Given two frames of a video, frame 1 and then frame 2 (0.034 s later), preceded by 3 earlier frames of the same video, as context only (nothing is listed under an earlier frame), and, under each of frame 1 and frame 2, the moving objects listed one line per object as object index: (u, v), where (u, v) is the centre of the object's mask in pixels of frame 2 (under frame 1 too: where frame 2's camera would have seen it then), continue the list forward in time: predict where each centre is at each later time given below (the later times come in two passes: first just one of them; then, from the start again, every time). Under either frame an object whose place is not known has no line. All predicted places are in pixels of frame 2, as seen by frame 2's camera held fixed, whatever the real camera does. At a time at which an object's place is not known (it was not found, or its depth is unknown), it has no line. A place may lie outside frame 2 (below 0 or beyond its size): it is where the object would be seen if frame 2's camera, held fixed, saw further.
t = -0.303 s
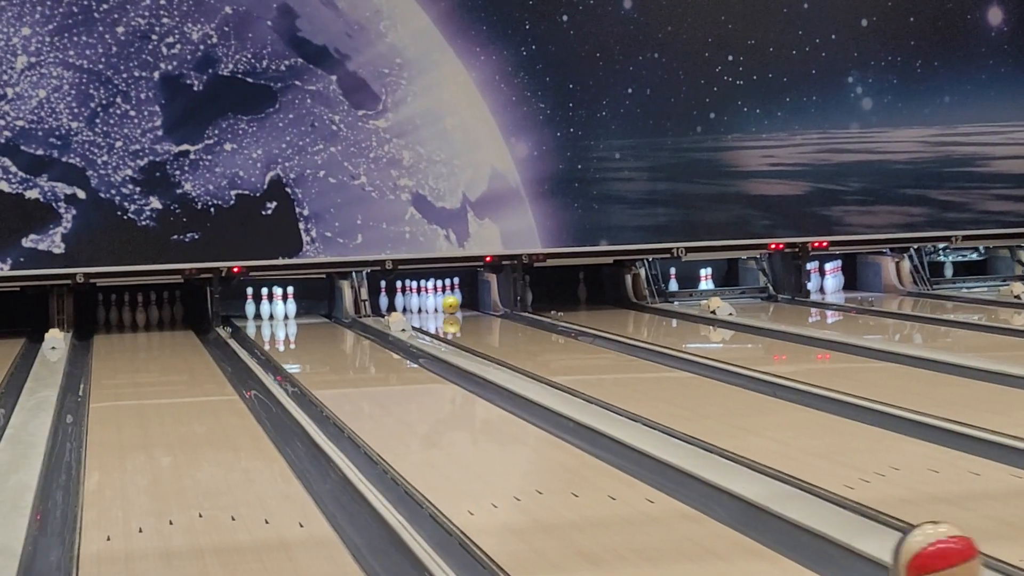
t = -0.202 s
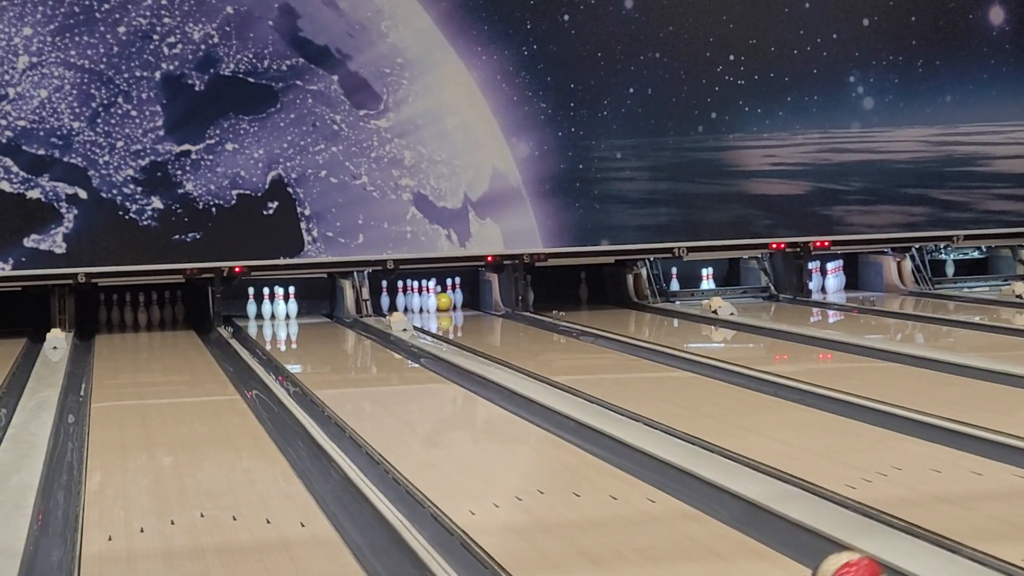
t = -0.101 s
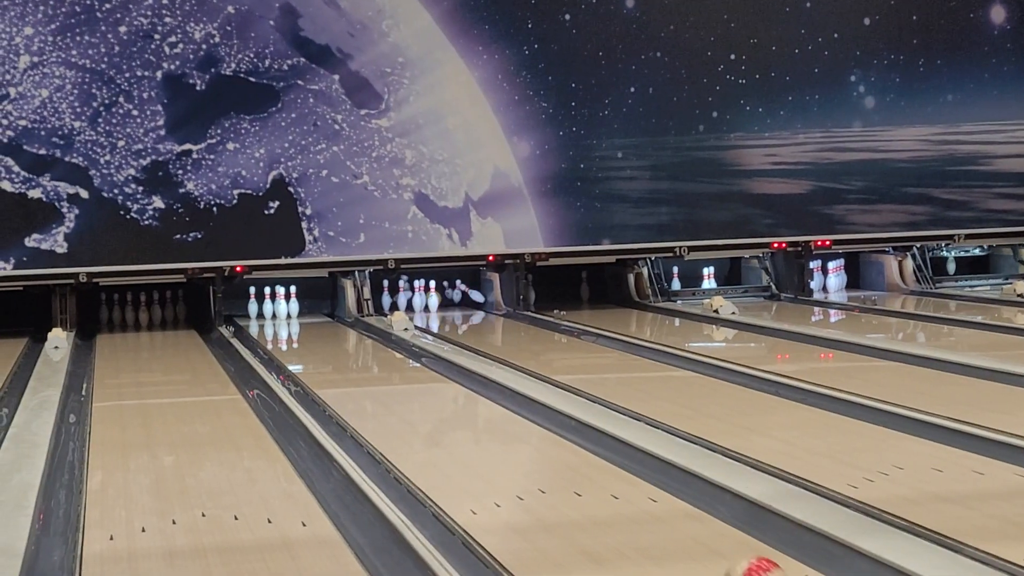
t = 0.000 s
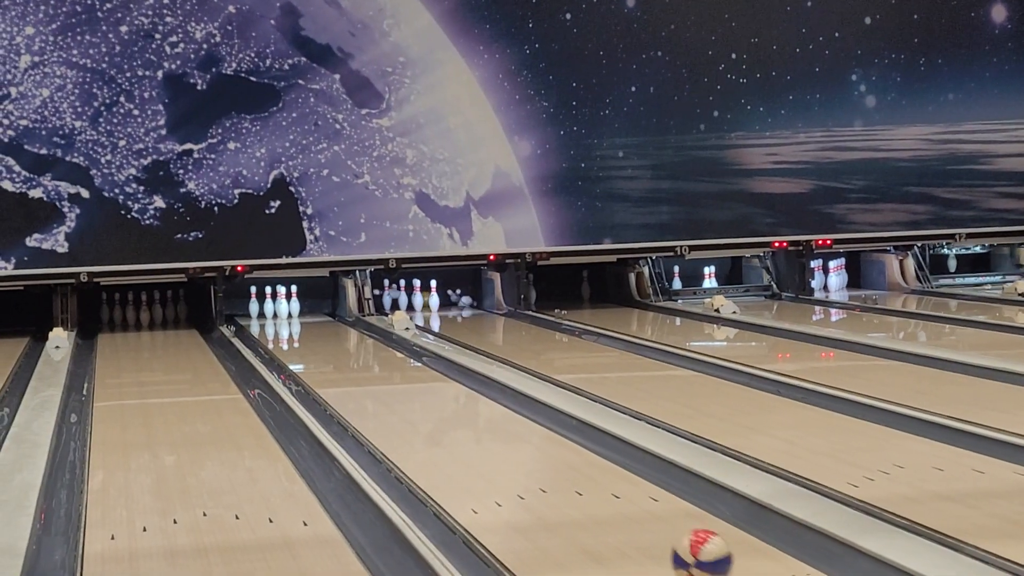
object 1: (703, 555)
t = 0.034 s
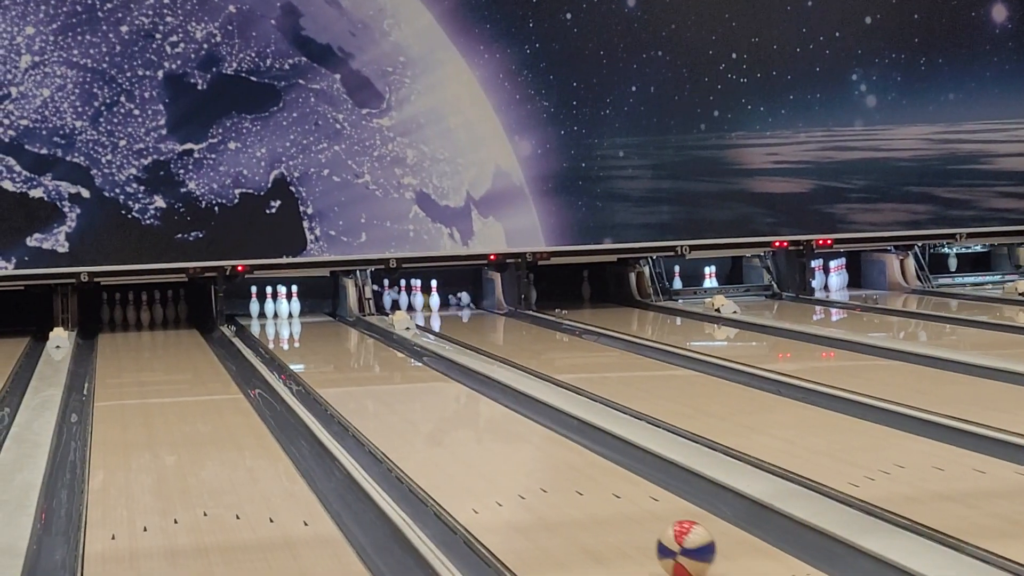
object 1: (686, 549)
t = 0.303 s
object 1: (580, 486)
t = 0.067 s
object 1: (670, 541)
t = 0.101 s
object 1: (655, 532)
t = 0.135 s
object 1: (641, 523)
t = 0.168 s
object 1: (628, 515)
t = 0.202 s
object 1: (615, 507)
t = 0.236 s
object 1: (603, 500)
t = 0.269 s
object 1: (592, 493)
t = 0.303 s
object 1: (580, 486)
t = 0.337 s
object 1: (570, 480)
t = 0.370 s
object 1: (560, 474)
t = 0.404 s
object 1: (550, 469)
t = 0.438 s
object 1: (541, 464)
